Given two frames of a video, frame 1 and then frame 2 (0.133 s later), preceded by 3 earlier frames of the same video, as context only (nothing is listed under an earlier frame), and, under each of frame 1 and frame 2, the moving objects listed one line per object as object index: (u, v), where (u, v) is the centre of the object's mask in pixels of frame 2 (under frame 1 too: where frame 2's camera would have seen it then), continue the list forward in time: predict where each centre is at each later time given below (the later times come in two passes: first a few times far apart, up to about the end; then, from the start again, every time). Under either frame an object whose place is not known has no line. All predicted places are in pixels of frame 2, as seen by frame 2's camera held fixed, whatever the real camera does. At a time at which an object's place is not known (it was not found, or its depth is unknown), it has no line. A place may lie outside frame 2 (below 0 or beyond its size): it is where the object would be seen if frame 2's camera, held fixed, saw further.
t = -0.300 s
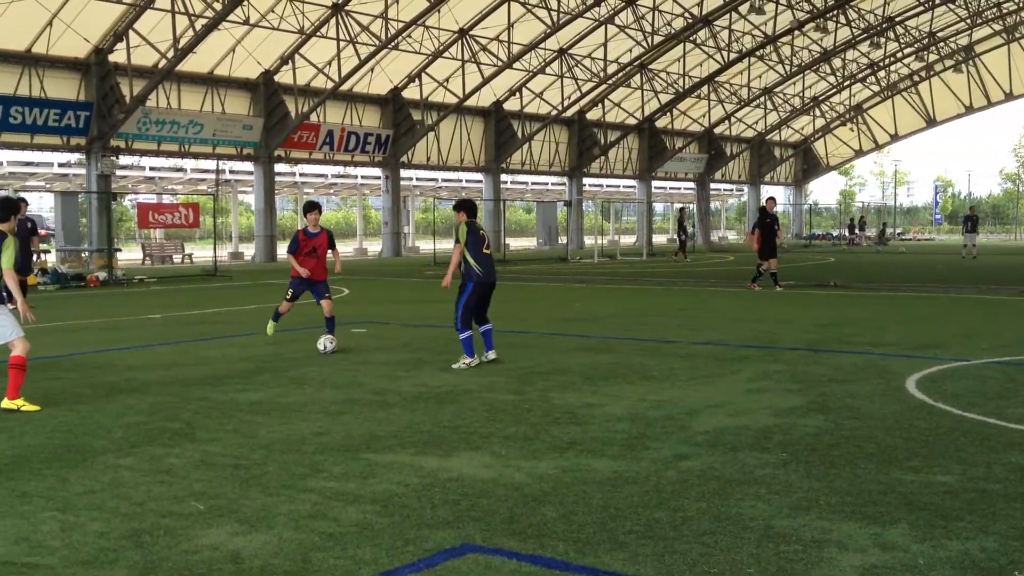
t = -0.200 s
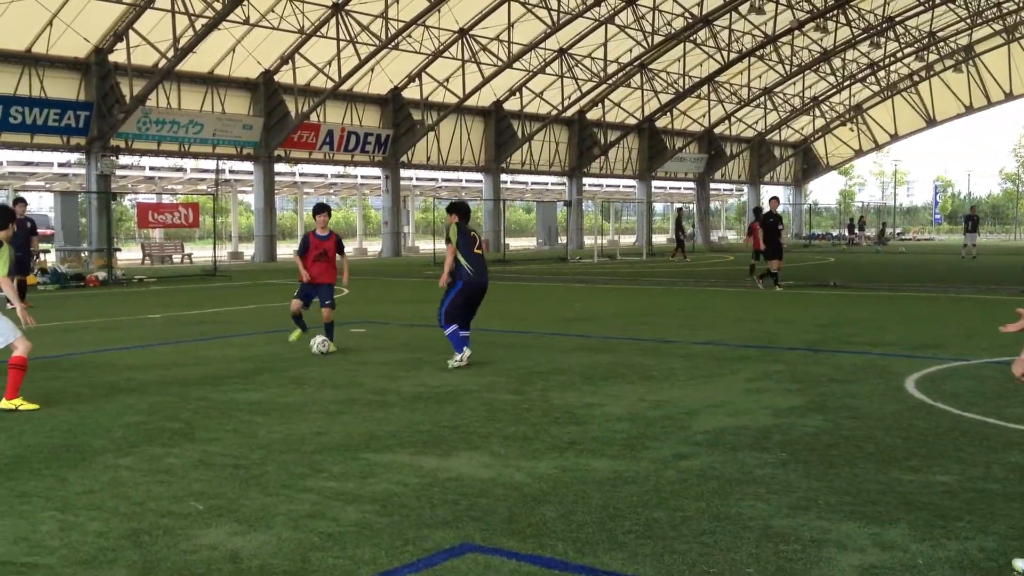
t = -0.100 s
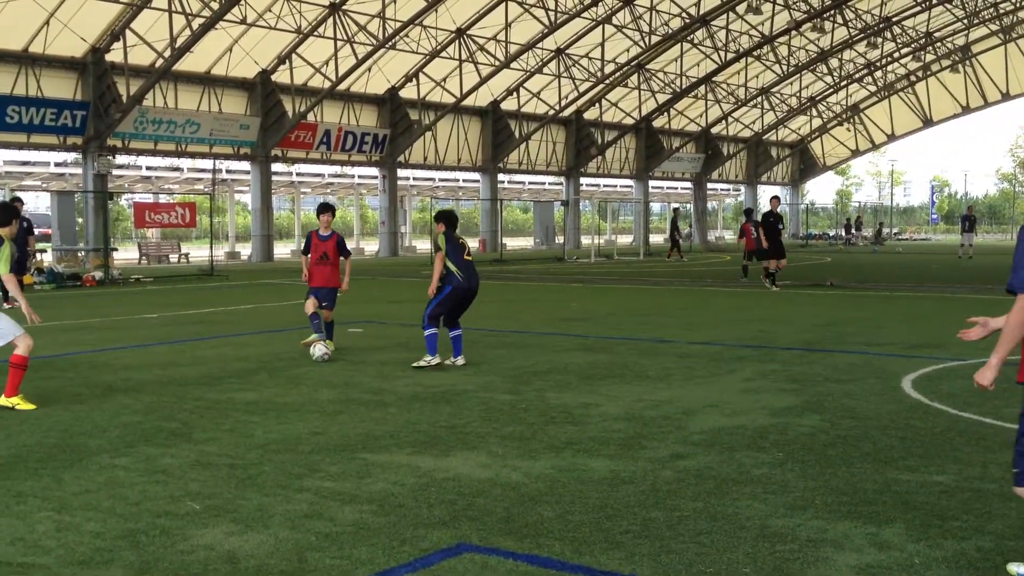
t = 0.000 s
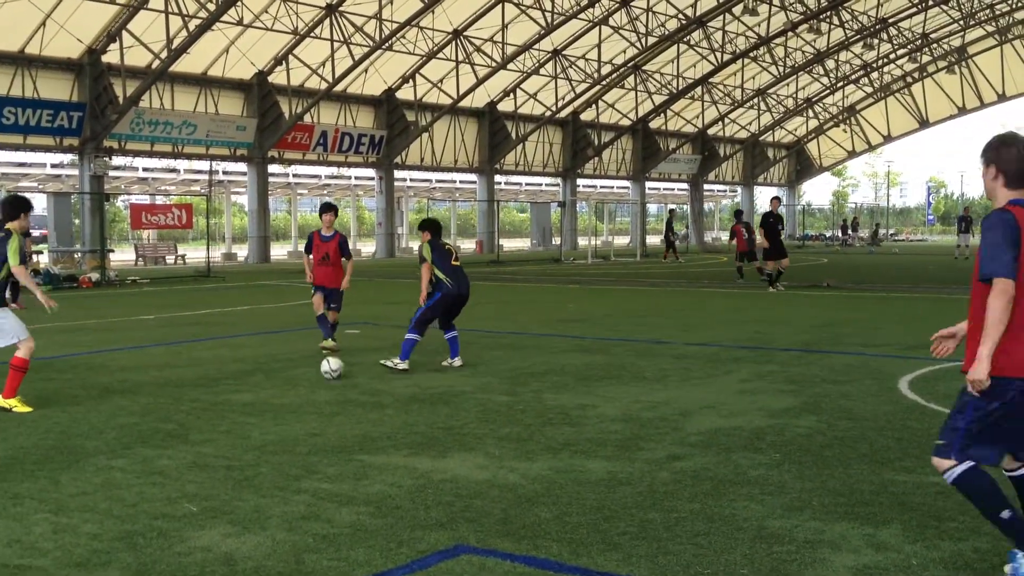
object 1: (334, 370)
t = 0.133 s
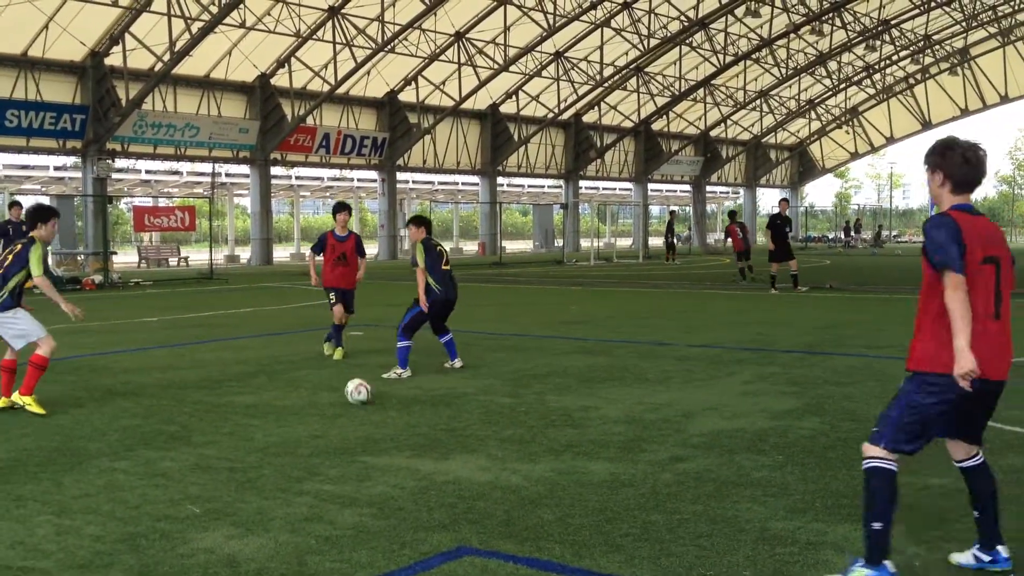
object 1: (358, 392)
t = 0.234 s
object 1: (377, 403)
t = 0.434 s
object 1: (426, 453)
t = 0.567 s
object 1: (468, 491)
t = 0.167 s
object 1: (363, 394)
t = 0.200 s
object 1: (370, 398)
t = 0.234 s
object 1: (377, 403)
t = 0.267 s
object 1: (384, 411)
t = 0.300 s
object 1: (392, 421)
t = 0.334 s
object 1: (401, 429)
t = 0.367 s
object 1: (409, 435)
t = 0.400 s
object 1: (417, 443)
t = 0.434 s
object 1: (426, 453)
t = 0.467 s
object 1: (436, 463)
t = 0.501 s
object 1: (446, 473)
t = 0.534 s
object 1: (457, 481)
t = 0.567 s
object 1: (468, 491)
